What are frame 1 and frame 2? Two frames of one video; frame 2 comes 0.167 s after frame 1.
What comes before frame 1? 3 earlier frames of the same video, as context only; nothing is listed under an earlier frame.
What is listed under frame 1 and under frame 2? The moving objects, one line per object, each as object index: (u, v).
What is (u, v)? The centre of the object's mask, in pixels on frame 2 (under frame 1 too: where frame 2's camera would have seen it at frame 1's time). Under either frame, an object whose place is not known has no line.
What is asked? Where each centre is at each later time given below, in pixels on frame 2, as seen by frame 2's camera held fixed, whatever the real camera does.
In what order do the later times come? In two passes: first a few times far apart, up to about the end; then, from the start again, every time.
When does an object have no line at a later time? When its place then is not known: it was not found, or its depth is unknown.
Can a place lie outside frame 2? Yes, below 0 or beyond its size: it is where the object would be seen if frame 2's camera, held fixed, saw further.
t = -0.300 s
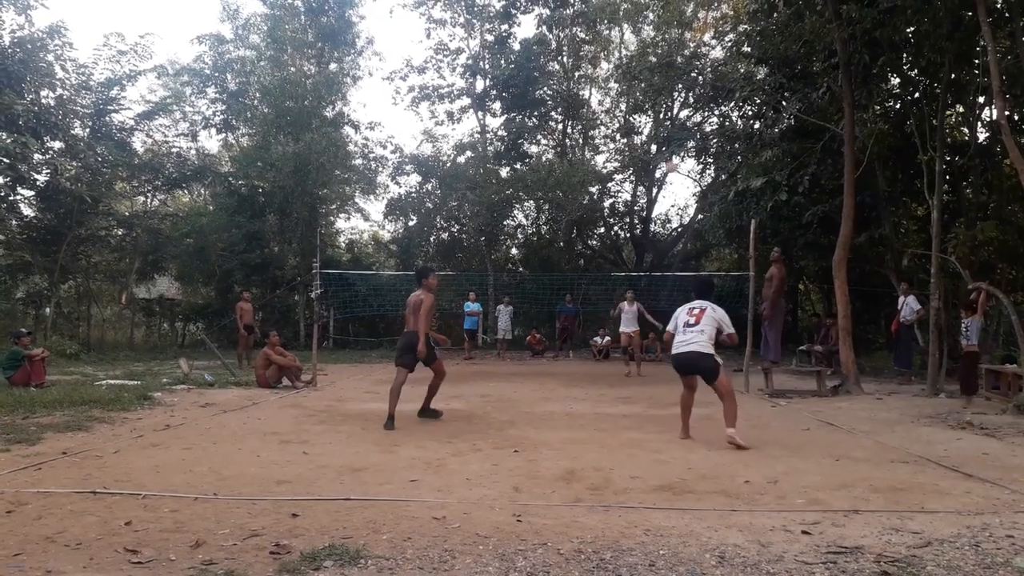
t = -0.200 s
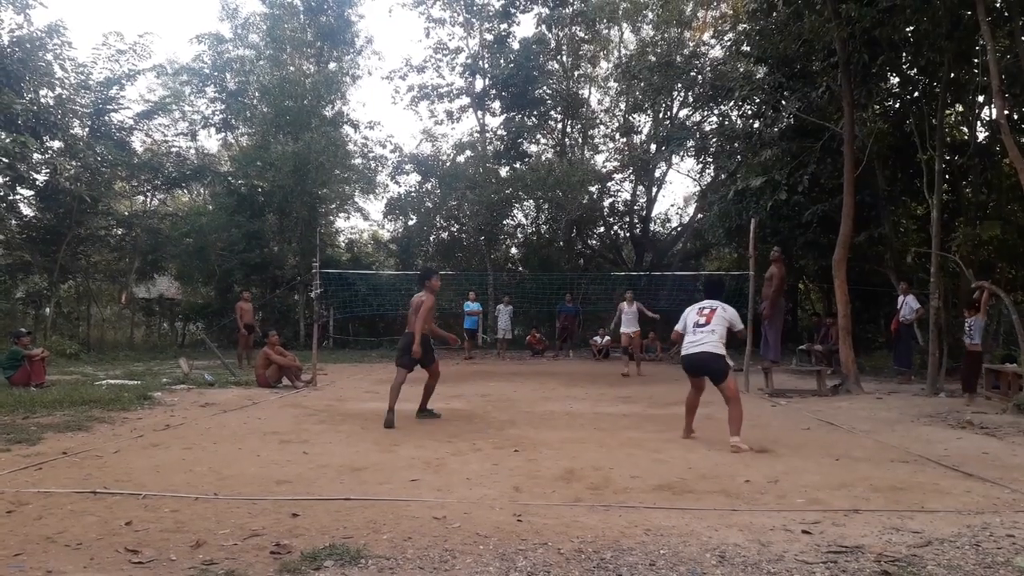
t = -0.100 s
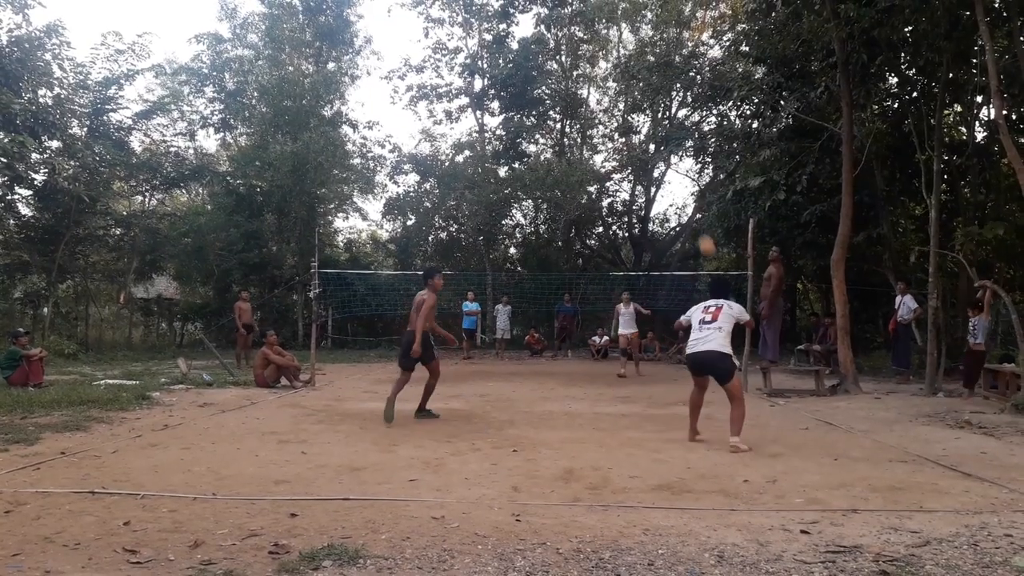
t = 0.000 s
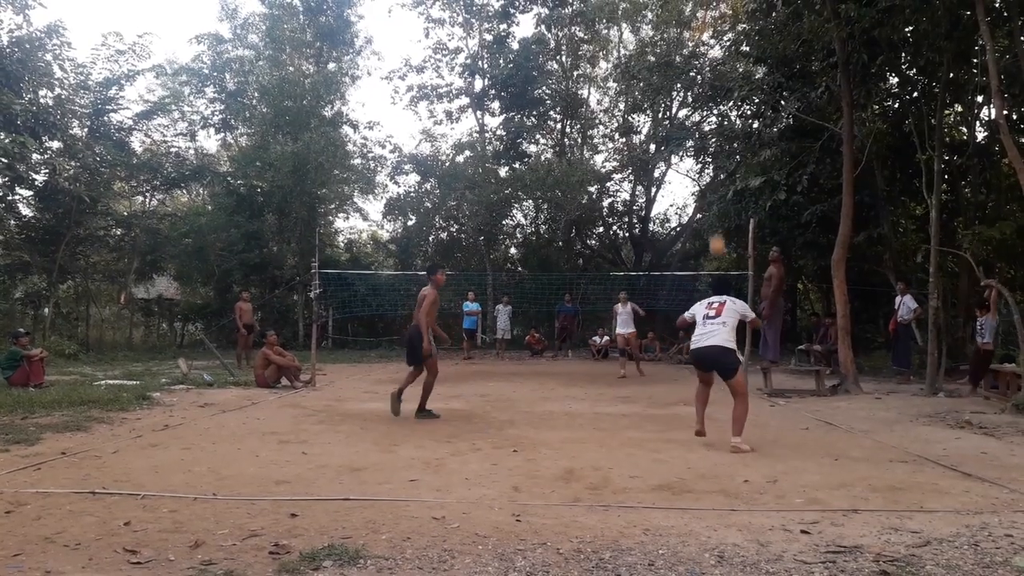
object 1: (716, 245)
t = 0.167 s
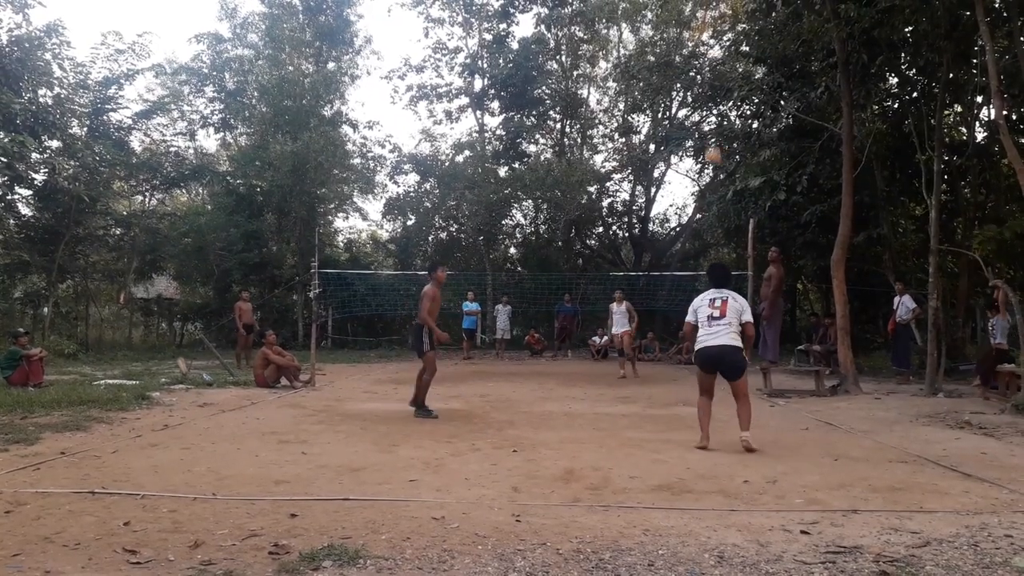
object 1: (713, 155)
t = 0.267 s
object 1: (710, 116)
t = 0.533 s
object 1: (704, 67)
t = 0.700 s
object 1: (699, 76)
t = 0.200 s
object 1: (712, 141)
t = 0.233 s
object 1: (711, 129)
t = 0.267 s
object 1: (710, 116)
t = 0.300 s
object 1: (709, 105)
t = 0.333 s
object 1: (709, 96)
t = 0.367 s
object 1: (708, 88)
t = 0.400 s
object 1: (707, 82)
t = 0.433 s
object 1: (706, 76)
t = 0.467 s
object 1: (706, 72)
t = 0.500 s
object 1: (705, 68)
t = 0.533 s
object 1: (704, 67)
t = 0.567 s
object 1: (703, 66)
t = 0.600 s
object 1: (703, 67)
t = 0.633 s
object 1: (701, 69)
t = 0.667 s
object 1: (700, 71)
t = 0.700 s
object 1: (699, 76)
